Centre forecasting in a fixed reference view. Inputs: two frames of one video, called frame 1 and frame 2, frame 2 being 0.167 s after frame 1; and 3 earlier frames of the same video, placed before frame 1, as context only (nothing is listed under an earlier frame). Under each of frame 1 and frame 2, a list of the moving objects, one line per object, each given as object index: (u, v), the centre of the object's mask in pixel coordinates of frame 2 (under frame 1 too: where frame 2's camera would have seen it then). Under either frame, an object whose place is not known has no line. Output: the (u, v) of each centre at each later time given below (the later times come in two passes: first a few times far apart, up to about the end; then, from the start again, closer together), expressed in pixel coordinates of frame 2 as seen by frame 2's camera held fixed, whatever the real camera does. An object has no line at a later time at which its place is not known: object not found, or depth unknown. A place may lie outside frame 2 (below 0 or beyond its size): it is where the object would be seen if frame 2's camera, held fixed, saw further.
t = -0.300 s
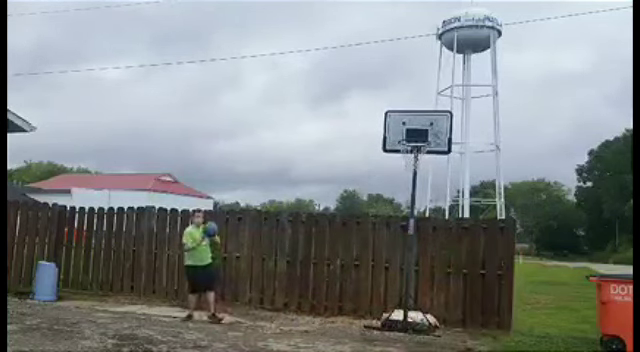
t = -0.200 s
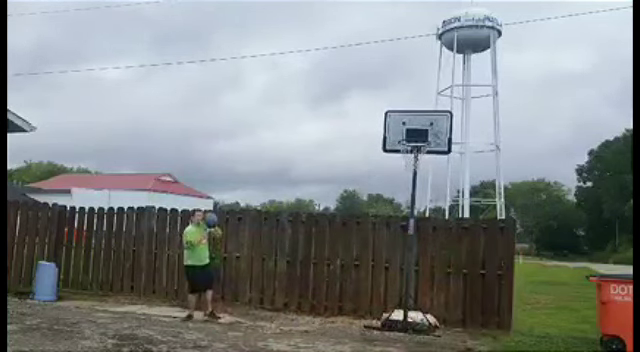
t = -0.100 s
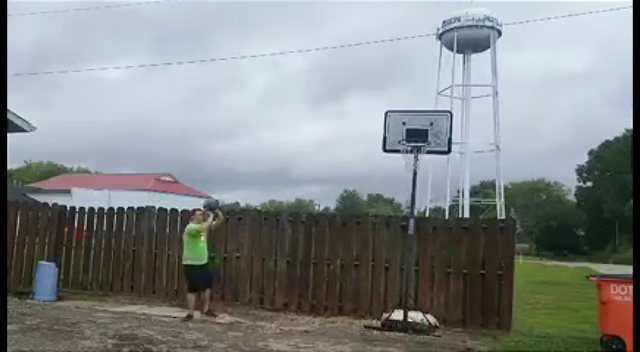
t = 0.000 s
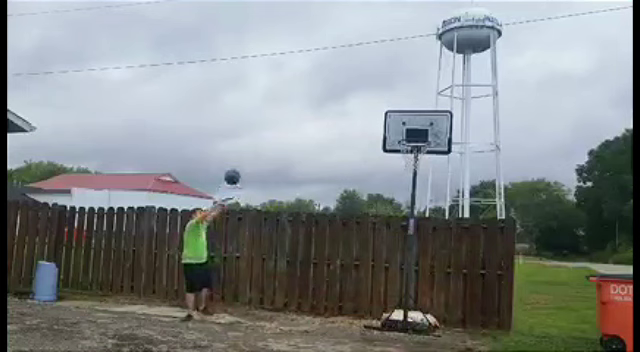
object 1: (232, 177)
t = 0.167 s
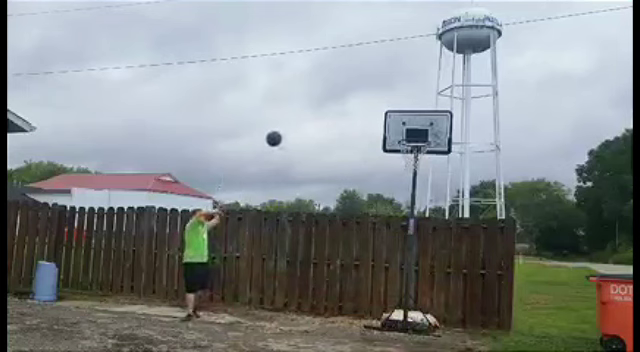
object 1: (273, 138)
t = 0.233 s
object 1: (290, 128)
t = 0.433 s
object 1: (337, 113)
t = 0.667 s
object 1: (389, 127)
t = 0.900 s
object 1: (411, 156)
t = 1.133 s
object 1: (403, 158)
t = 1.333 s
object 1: (403, 182)
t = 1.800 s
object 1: (399, 313)
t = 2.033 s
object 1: (390, 293)
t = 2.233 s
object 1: (380, 273)
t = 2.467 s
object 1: (366, 284)
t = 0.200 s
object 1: (282, 133)
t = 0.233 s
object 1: (290, 128)
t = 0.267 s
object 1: (298, 124)
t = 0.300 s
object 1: (306, 121)
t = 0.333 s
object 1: (314, 118)
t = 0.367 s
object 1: (321, 116)
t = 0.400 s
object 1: (329, 114)
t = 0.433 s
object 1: (337, 113)
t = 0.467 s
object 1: (344, 114)
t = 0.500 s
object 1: (352, 114)
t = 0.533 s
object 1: (360, 115)
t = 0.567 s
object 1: (367, 117)
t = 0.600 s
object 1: (375, 120)
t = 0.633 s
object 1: (380, 123)
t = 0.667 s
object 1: (389, 127)
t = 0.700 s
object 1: (396, 132)
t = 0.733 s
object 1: (404, 136)
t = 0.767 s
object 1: (413, 137)
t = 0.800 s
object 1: (419, 139)
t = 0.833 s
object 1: (420, 143)
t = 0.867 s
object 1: (419, 148)
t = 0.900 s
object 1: (411, 156)
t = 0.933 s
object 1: (408, 156)
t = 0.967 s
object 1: (408, 155)
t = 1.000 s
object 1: (407, 155)
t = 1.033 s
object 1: (405, 155)
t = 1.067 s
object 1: (404, 156)
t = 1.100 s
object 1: (403, 157)
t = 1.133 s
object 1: (403, 158)
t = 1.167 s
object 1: (403, 161)
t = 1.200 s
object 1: (403, 164)
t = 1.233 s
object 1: (403, 168)
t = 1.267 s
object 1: (403, 172)
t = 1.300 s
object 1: (403, 177)
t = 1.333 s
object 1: (403, 182)
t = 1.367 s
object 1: (403, 188)
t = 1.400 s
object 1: (403, 196)
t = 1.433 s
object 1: (403, 203)
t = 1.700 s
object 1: (401, 278)
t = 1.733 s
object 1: (400, 288)
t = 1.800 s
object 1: (399, 313)
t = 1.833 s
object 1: (396, 315)
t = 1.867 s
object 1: (397, 318)
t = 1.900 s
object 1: (396, 315)
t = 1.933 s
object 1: (392, 309)
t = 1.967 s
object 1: (391, 300)
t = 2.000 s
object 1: (391, 296)
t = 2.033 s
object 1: (390, 293)
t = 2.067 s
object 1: (389, 288)
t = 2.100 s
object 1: (387, 283)
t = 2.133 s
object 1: (386, 278)
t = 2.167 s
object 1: (383, 276)
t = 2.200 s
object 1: (380, 275)
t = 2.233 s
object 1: (380, 273)
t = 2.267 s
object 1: (377, 272)
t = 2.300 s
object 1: (376, 273)
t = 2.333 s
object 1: (375, 274)
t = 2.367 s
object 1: (373, 274)
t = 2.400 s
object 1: (371, 277)
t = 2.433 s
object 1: (369, 280)
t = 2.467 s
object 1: (366, 284)
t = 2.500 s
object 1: (364, 290)
